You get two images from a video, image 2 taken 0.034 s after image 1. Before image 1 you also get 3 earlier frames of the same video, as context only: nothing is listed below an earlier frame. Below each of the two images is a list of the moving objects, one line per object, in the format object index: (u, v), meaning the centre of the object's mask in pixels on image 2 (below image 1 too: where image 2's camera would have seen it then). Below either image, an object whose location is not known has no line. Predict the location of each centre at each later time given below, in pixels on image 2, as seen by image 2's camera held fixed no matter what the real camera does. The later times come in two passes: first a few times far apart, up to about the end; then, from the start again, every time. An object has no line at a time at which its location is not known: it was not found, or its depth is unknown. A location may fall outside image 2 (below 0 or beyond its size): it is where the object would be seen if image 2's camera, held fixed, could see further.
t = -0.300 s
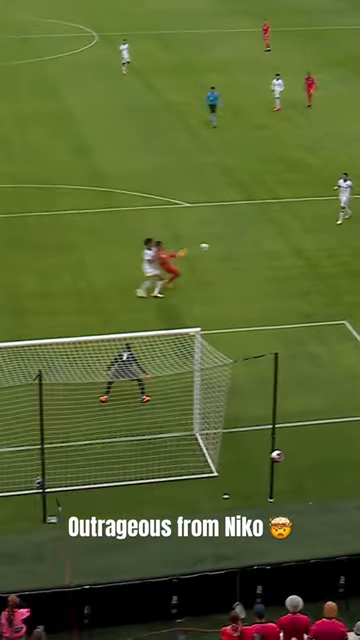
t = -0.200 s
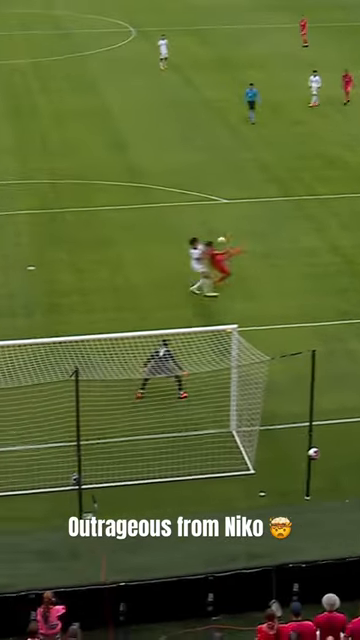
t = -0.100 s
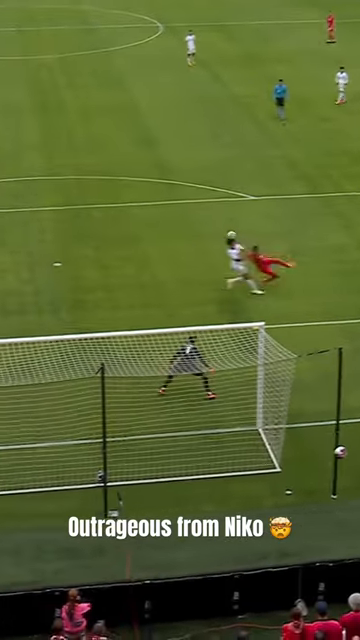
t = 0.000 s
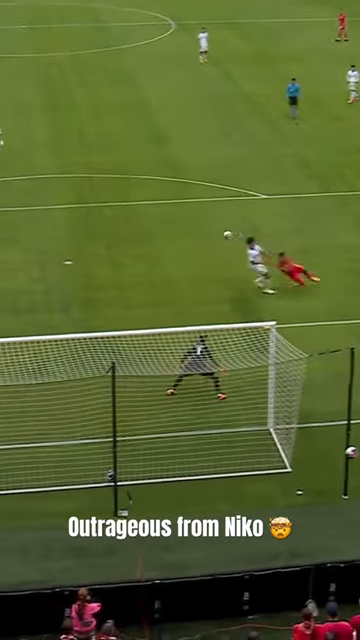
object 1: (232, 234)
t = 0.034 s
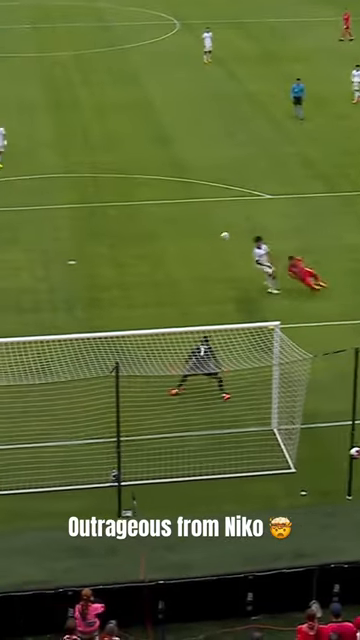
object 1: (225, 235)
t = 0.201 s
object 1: (192, 248)
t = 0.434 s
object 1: (144, 285)
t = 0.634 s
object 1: (94, 340)
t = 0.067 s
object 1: (217, 238)
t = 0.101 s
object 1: (214, 239)
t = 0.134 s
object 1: (207, 242)
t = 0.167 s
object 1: (200, 245)
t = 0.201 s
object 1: (192, 248)
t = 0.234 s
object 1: (188, 251)
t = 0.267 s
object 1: (181, 255)
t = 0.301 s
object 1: (173, 261)
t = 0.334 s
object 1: (165, 267)
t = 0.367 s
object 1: (156, 274)
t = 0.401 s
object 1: (152, 278)
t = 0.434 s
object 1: (144, 285)
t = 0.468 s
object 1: (135, 294)
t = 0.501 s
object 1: (126, 303)
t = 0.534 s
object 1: (118, 313)
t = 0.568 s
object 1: (113, 318)
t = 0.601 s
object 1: (104, 328)
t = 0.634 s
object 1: (94, 340)
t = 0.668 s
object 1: (87, 351)
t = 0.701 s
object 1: (82, 357)
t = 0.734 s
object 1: (72, 371)
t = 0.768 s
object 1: (63, 384)
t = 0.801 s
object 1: (54, 398)
